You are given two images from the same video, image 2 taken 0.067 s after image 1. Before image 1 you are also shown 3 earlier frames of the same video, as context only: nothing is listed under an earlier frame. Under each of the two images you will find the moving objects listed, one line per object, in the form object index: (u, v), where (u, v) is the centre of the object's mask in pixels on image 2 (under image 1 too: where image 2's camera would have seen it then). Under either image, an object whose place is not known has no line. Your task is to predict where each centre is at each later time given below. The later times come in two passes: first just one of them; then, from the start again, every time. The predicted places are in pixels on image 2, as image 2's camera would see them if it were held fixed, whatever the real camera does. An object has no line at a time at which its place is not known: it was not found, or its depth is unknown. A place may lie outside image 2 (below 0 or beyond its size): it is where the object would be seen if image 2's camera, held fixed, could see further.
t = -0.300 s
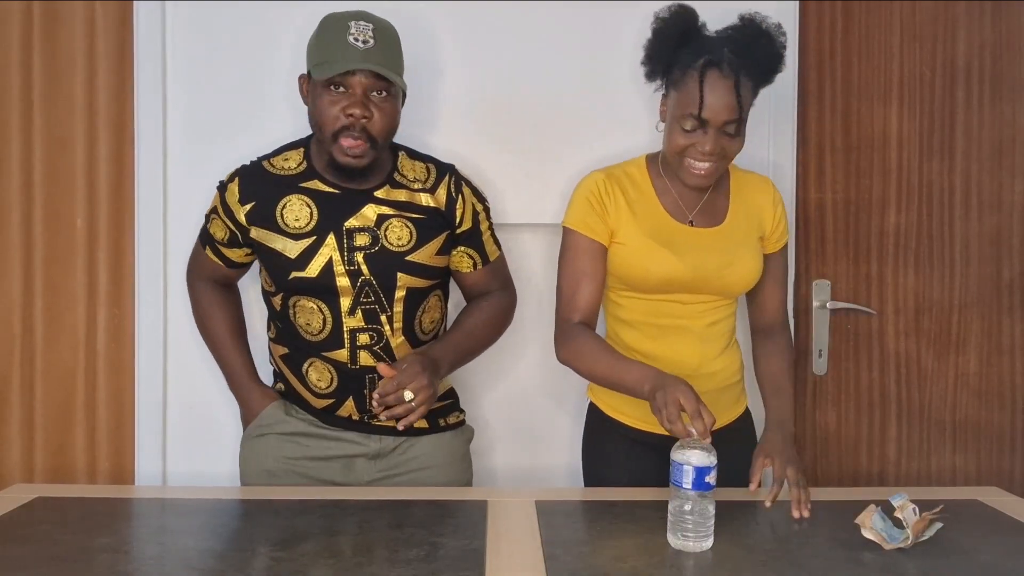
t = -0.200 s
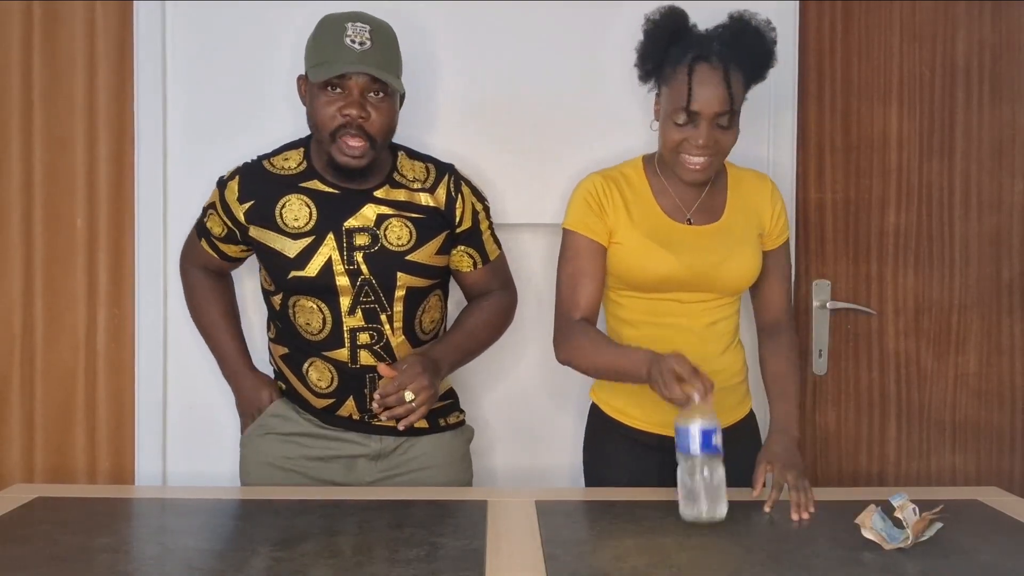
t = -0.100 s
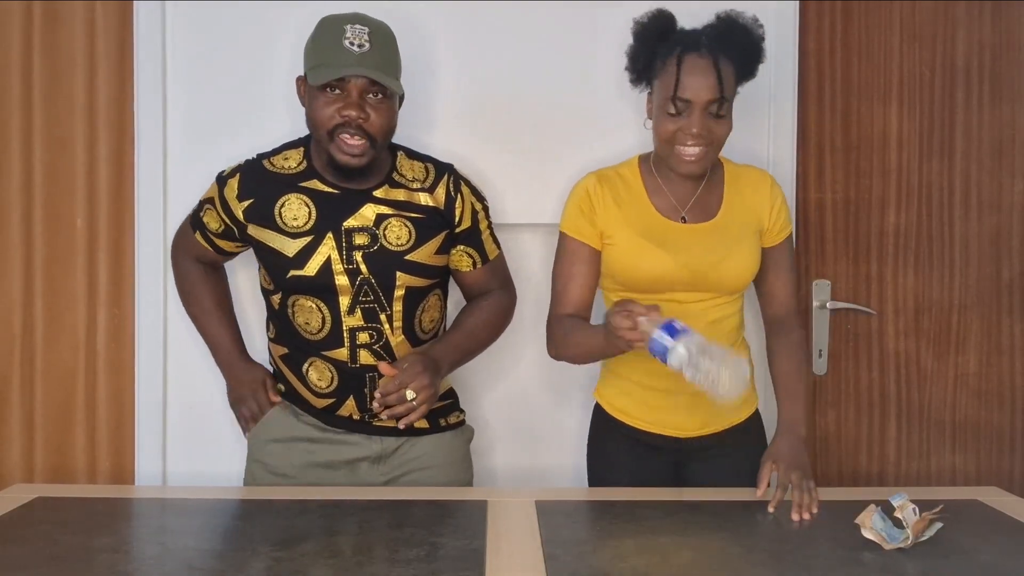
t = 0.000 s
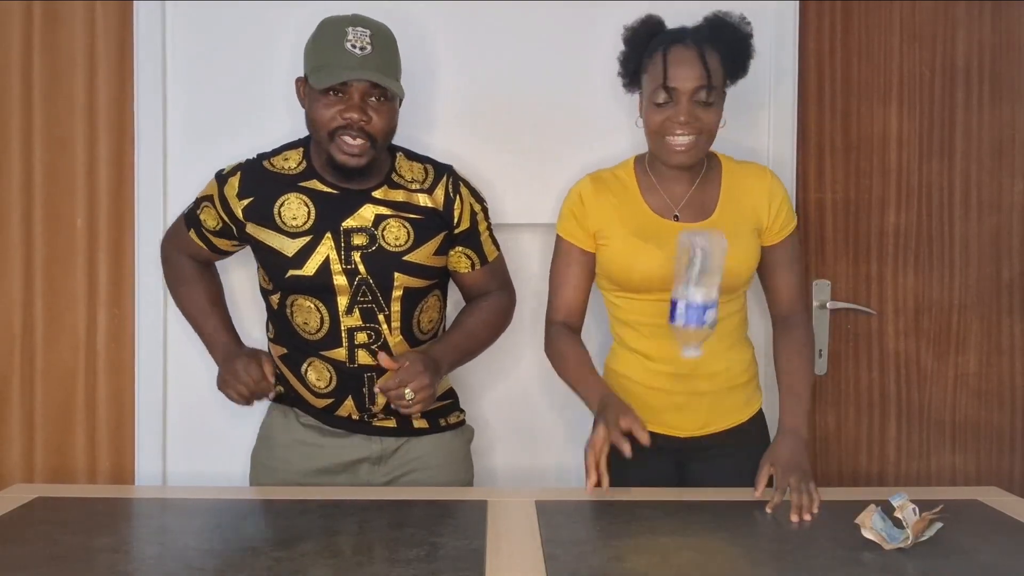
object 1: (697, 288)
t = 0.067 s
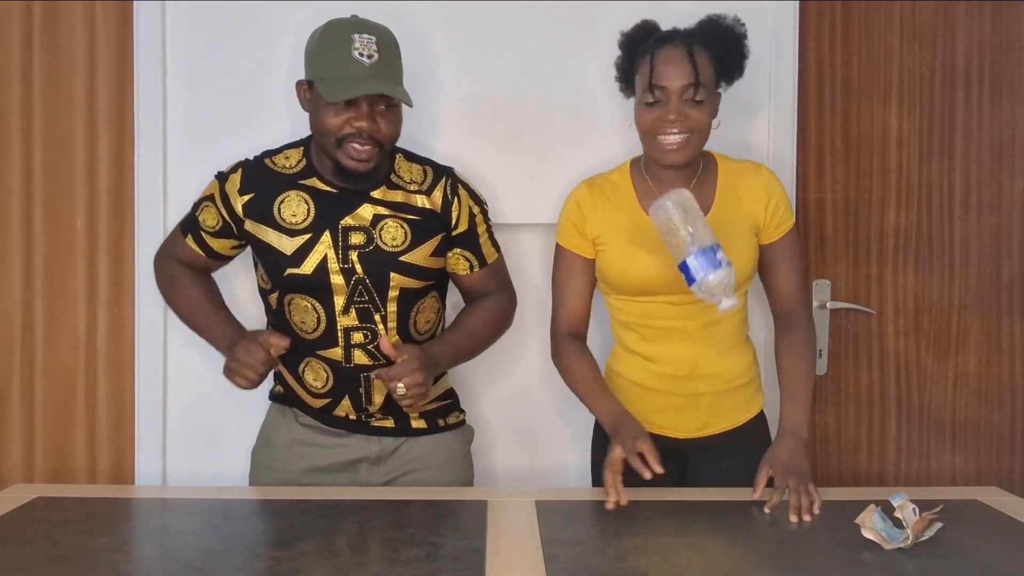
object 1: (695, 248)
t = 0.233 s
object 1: (672, 307)
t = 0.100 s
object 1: (691, 243)
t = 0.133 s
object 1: (686, 246)
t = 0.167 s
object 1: (681, 258)
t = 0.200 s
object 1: (677, 279)
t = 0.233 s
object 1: (672, 307)
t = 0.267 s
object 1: (667, 345)
